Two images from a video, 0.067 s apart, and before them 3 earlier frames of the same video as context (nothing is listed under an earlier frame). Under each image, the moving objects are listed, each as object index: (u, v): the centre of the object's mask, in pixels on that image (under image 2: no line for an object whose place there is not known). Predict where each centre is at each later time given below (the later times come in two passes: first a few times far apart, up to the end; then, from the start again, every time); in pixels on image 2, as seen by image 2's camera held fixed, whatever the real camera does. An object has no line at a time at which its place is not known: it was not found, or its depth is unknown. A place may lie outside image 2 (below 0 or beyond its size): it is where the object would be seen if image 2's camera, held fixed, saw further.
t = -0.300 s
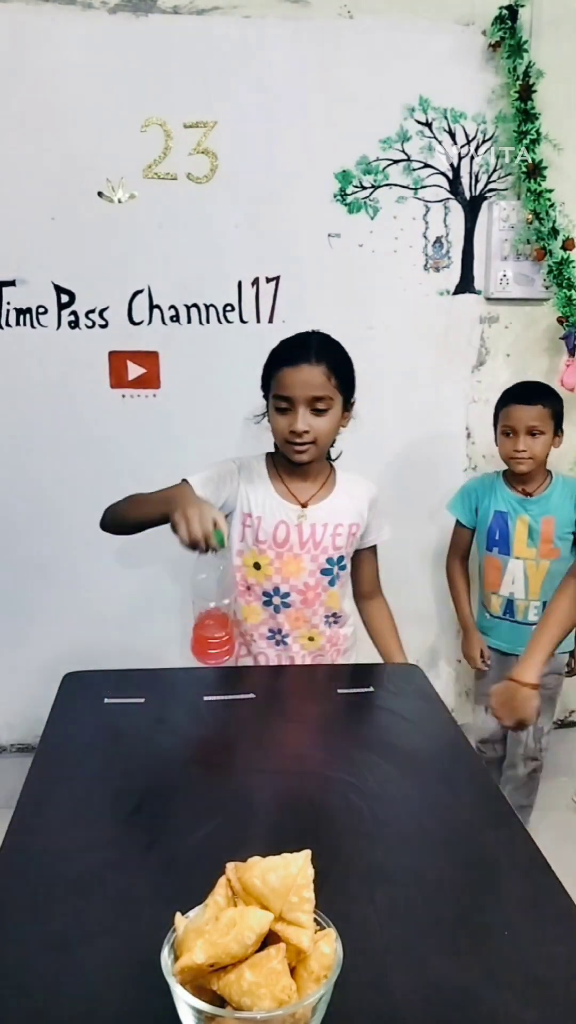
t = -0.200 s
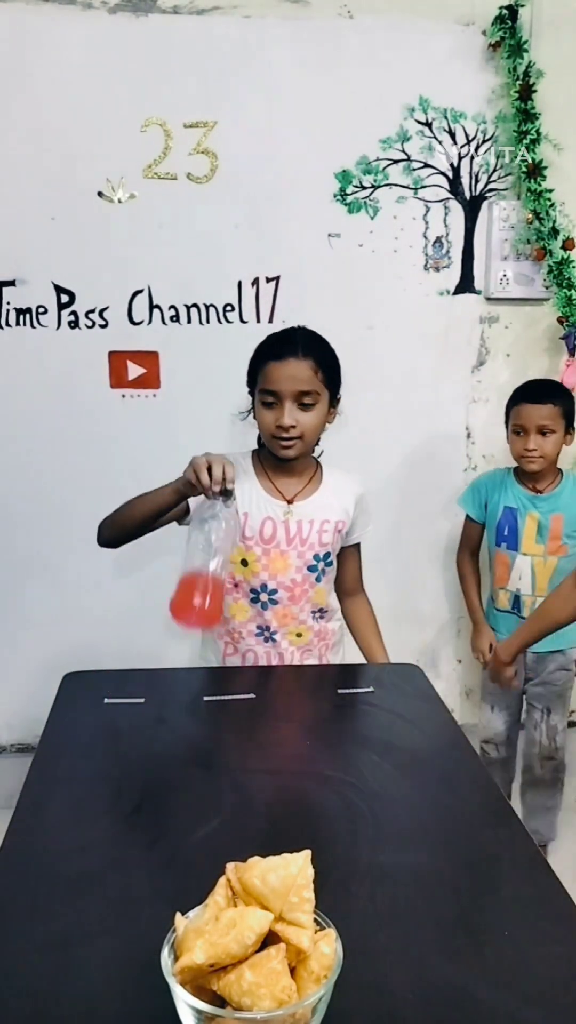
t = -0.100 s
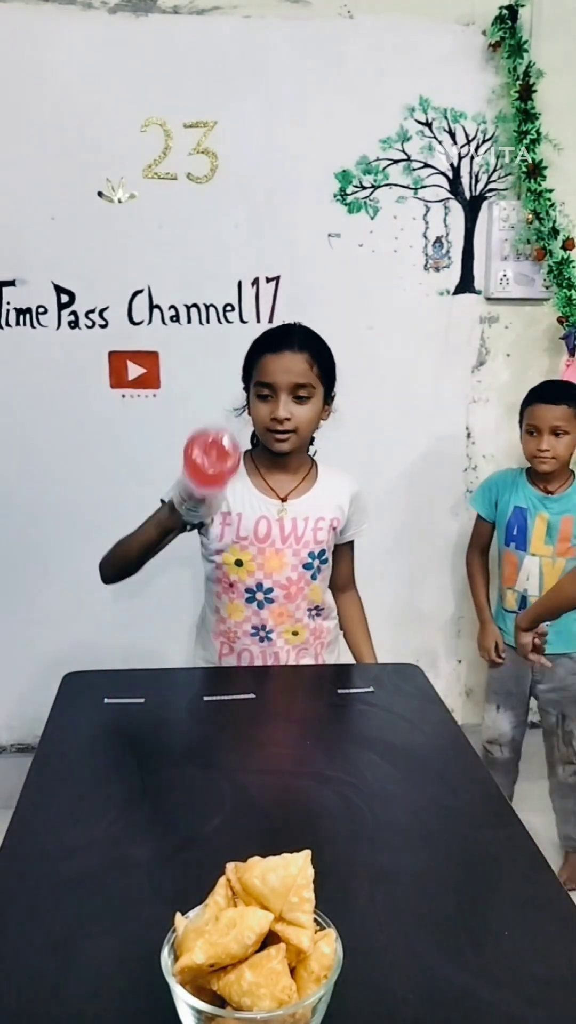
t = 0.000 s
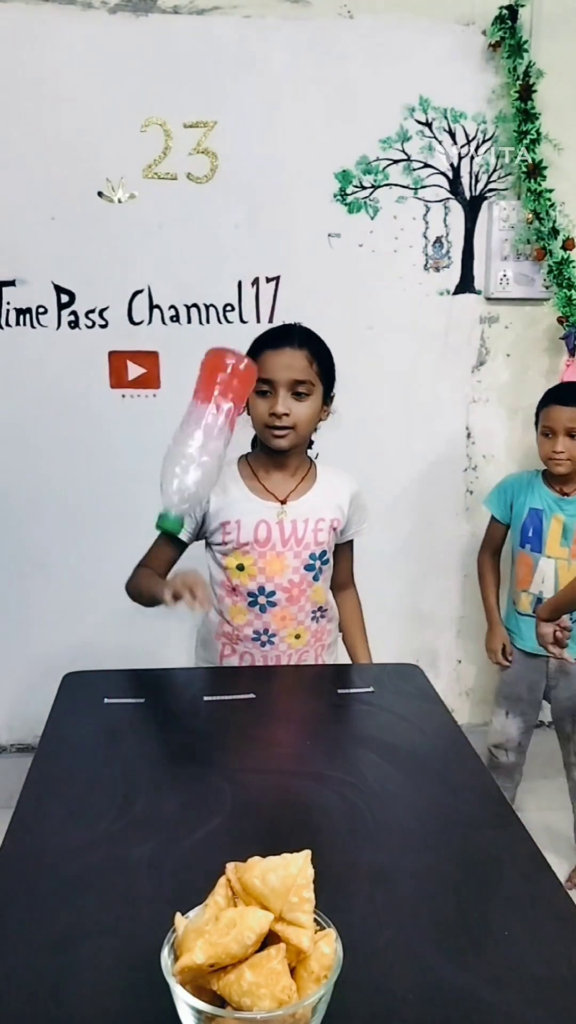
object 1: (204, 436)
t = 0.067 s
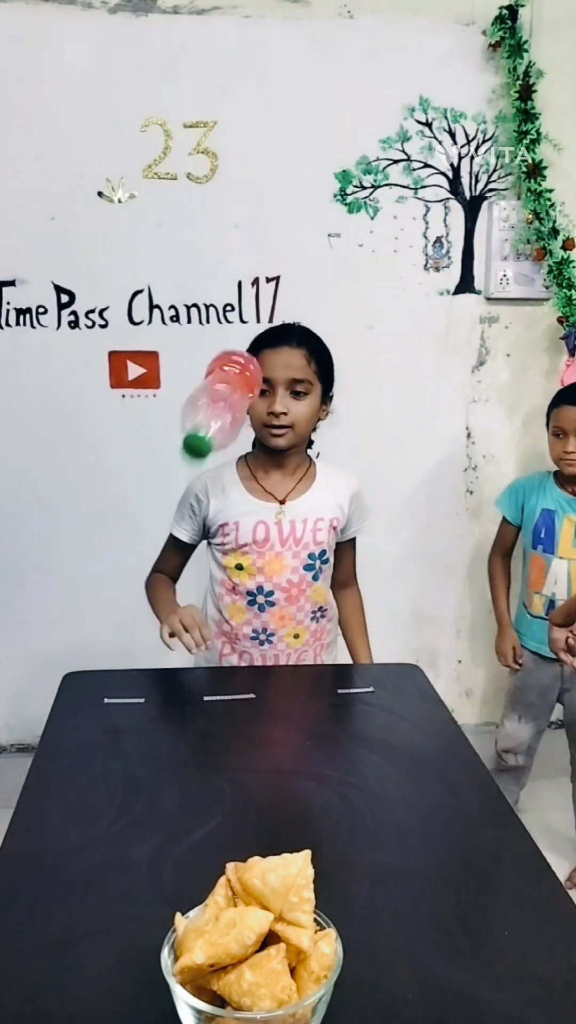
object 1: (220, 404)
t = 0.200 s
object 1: (254, 458)
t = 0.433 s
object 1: (285, 738)
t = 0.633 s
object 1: (318, 770)
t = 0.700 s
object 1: (326, 772)
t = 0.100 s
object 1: (229, 401)
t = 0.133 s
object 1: (238, 409)
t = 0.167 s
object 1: (247, 425)
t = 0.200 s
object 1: (254, 458)
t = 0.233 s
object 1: (259, 501)
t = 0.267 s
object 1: (262, 556)
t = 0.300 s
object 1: (263, 626)
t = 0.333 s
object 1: (266, 693)
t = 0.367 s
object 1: (275, 714)
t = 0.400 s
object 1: (282, 721)
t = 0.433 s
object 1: (285, 738)
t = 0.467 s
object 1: (287, 759)
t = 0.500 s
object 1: (292, 757)
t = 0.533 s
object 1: (298, 761)
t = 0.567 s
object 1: (304, 764)
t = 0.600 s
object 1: (311, 767)
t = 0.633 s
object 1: (318, 770)
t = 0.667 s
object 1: (323, 771)
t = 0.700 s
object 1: (326, 772)
